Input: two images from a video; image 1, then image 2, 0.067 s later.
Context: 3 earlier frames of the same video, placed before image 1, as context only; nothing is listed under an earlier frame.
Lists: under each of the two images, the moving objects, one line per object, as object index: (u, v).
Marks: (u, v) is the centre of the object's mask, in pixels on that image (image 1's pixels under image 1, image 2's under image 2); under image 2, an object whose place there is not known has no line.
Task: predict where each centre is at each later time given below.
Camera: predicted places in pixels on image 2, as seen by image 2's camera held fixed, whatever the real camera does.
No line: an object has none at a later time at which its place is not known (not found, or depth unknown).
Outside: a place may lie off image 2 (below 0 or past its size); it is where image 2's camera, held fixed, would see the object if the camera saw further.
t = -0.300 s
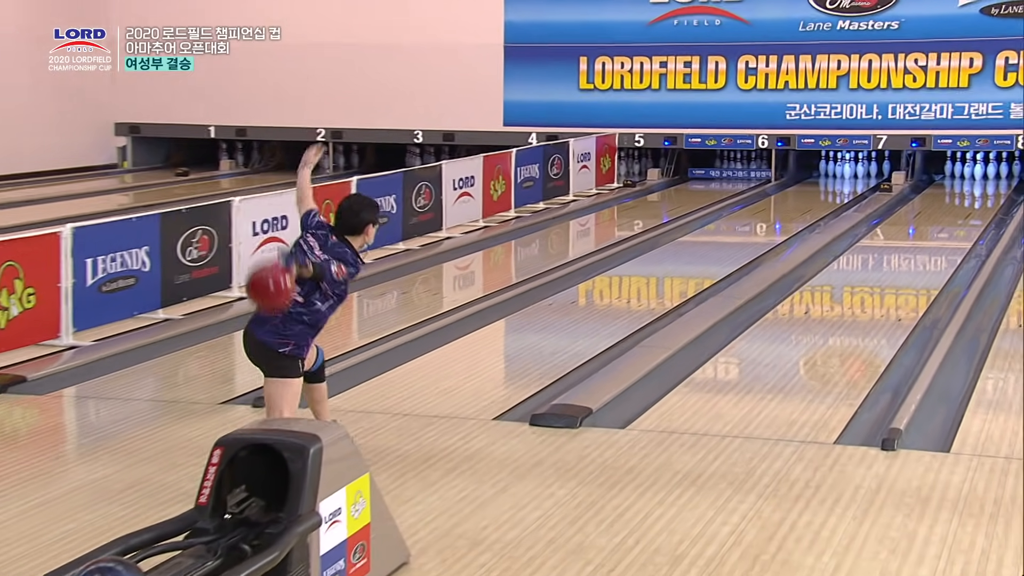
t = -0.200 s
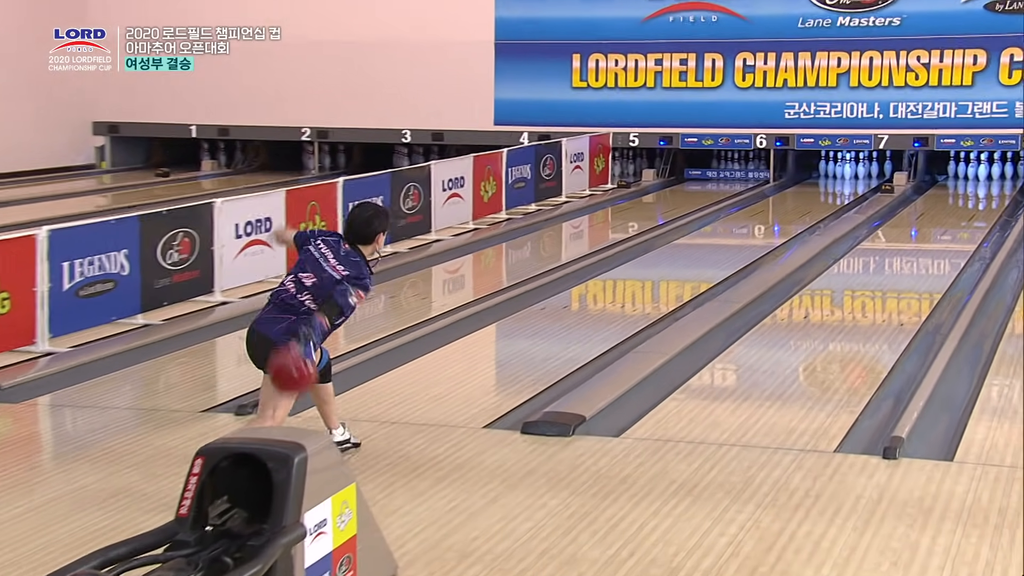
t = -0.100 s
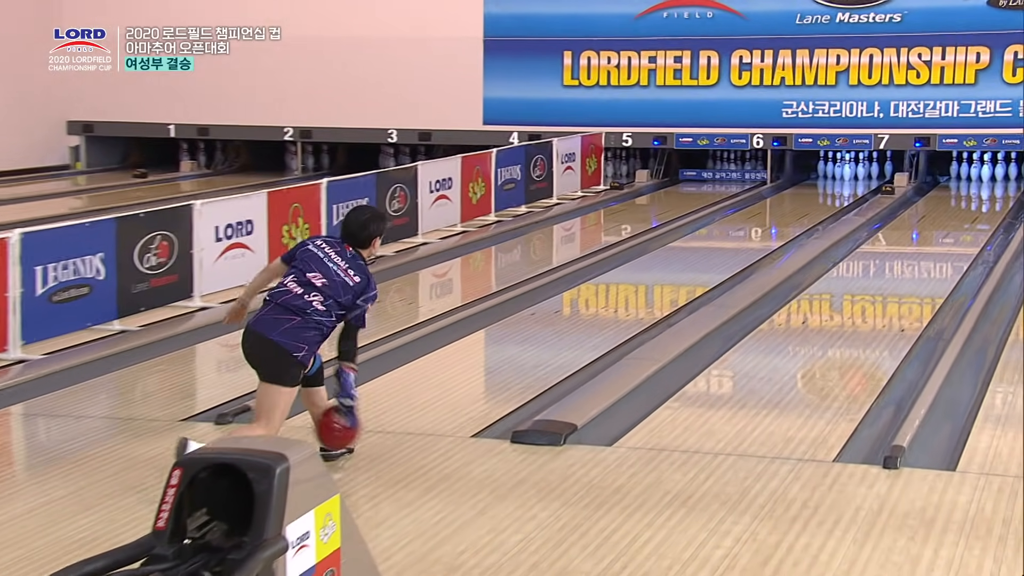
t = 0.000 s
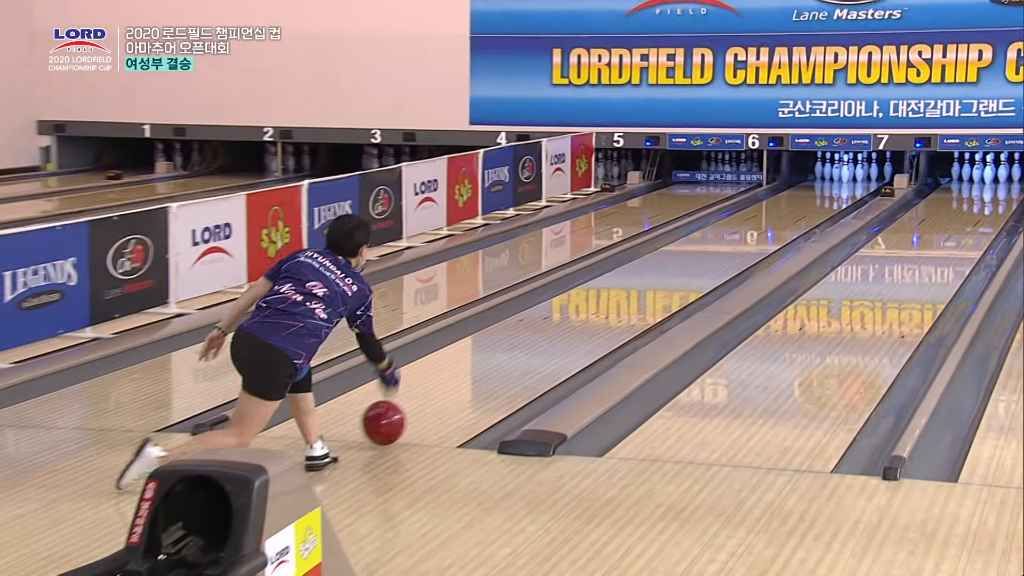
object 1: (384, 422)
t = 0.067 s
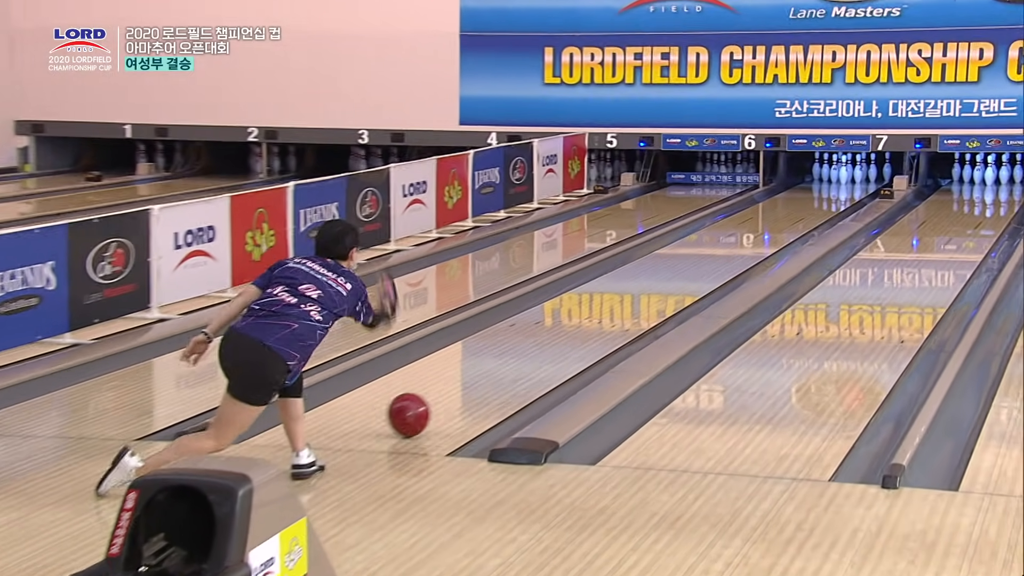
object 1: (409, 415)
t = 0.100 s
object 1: (426, 406)
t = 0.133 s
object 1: (443, 398)
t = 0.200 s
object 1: (473, 383)
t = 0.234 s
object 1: (488, 375)
